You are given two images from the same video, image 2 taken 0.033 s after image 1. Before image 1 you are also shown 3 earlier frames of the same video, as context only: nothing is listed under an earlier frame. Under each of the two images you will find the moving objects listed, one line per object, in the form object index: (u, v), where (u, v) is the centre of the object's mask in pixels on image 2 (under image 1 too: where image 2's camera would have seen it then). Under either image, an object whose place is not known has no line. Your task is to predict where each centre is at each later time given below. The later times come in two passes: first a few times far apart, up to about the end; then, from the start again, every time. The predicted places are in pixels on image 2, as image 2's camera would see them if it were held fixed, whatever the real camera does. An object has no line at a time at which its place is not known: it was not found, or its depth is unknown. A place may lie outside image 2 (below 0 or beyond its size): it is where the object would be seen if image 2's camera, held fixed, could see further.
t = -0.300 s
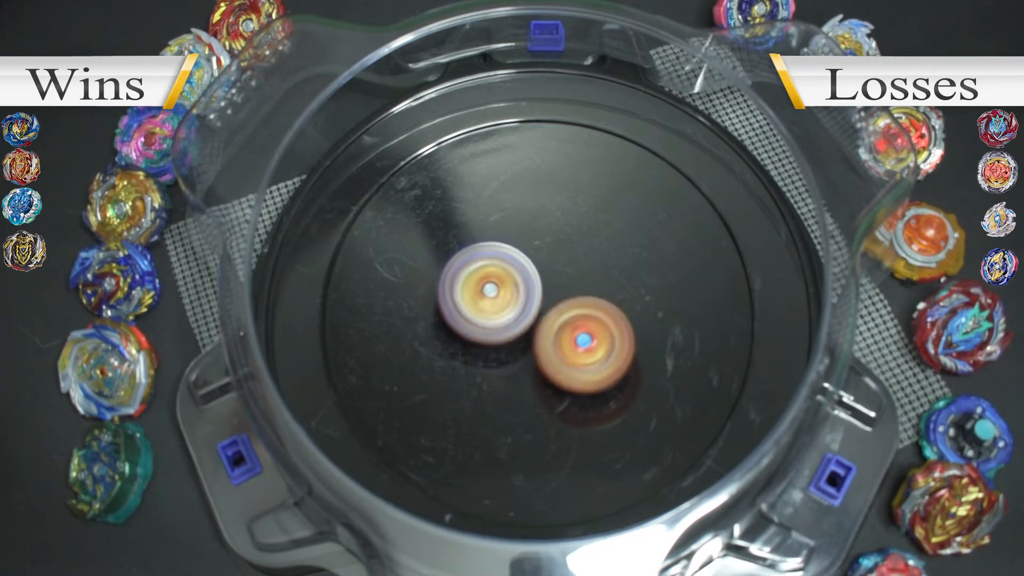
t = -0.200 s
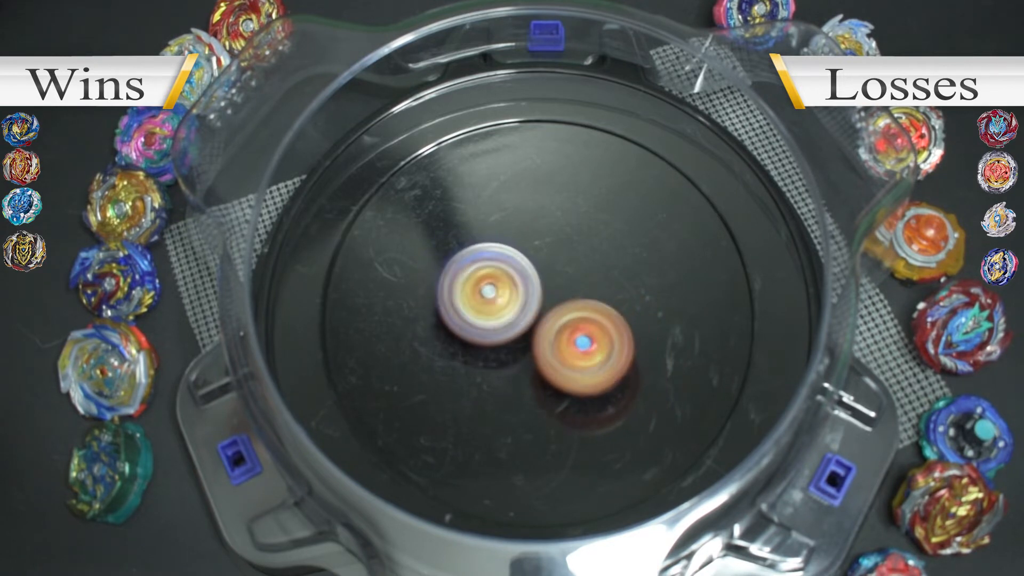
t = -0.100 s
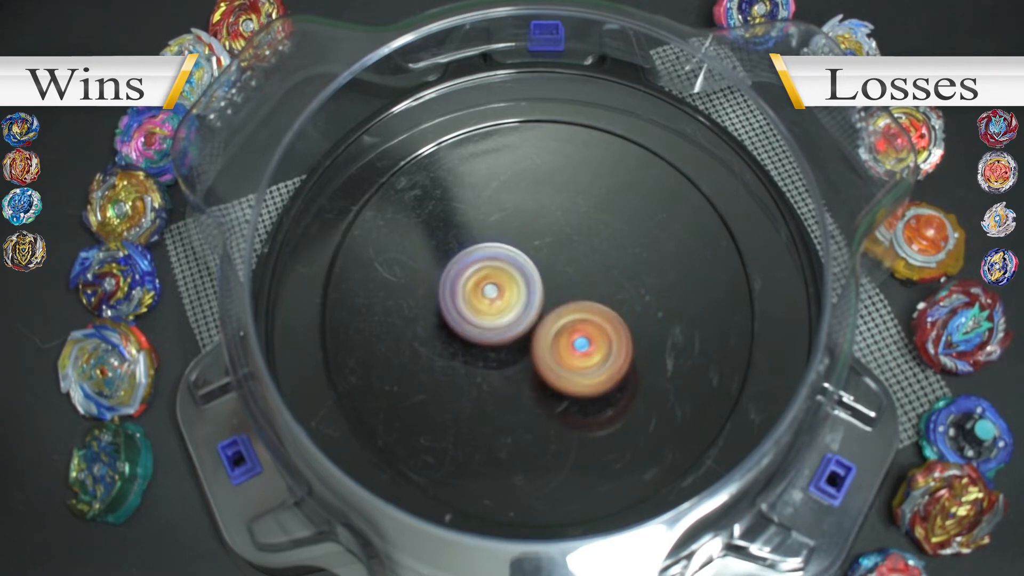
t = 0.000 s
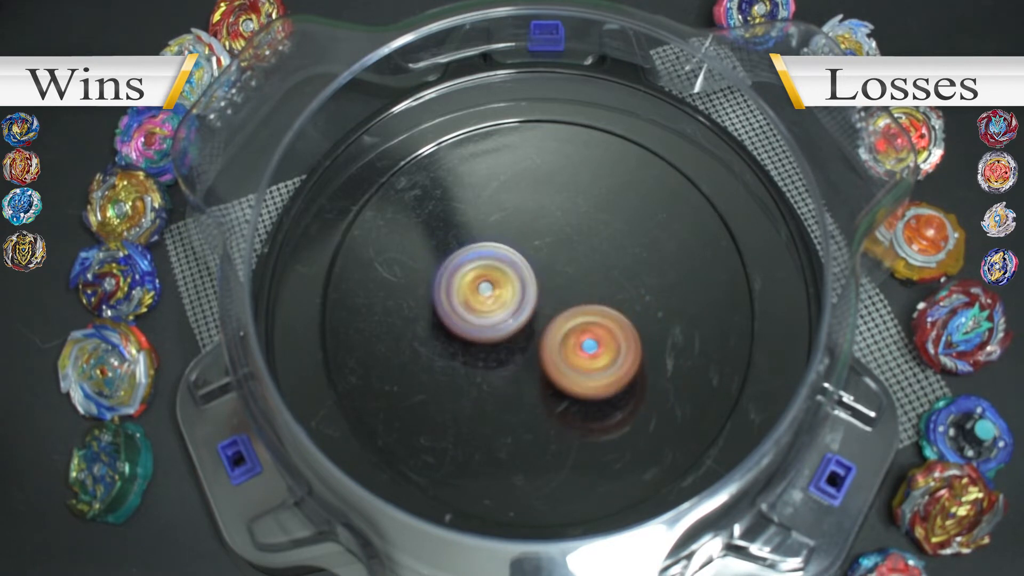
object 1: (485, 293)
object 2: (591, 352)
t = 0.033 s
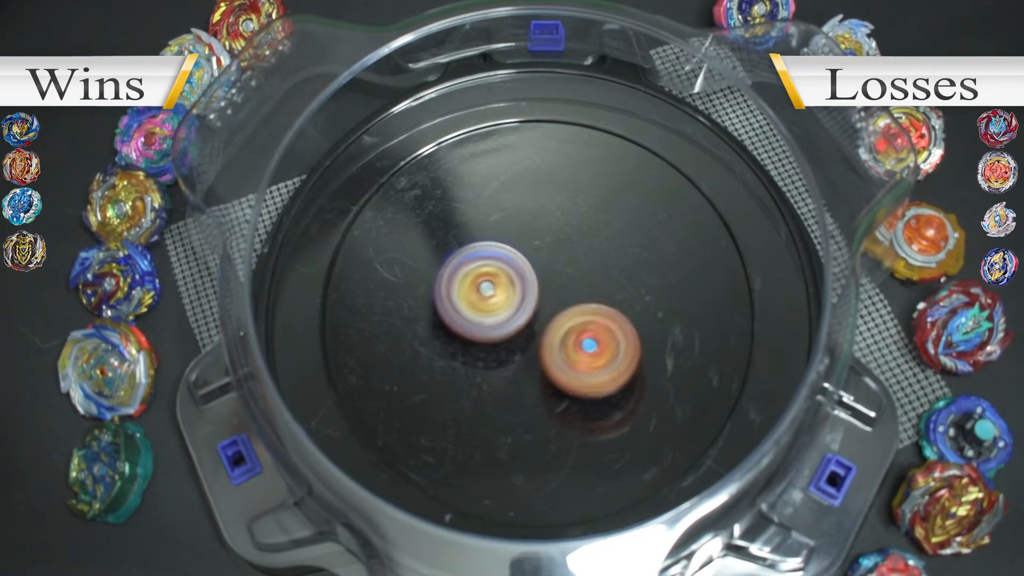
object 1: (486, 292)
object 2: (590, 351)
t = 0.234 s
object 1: (490, 297)
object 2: (585, 345)
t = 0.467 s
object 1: (487, 291)
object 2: (591, 343)
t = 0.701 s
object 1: (486, 290)
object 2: (582, 331)
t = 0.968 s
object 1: (484, 289)
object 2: (587, 330)
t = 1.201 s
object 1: (486, 295)
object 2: (585, 331)
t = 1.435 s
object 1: (477, 296)
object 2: (594, 329)
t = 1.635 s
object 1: (481, 298)
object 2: (596, 332)
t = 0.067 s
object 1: (488, 293)
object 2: (589, 350)
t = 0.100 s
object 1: (490, 294)
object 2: (587, 349)
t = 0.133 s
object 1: (492, 296)
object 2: (585, 348)
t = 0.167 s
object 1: (492, 298)
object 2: (584, 347)
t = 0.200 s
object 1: (492, 298)
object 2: (584, 347)
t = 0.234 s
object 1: (490, 297)
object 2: (585, 345)
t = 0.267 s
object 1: (491, 296)
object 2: (585, 345)
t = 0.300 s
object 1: (487, 291)
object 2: (592, 347)
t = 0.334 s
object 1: (486, 289)
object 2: (596, 347)
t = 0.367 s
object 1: (486, 289)
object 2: (597, 346)
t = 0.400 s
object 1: (486, 290)
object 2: (595, 345)
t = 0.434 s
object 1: (487, 291)
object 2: (593, 344)
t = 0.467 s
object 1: (487, 291)
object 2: (591, 343)
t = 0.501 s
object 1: (487, 293)
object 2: (588, 342)
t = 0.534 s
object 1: (487, 293)
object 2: (586, 340)
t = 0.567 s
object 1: (488, 294)
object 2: (582, 337)
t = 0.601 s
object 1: (485, 292)
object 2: (582, 334)
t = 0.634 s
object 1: (486, 292)
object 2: (581, 332)
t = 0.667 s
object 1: (486, 290)
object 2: (581, 331)
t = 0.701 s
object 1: (486, 290)
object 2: (582, 331)
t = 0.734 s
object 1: (487, 290)
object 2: (583, 332)
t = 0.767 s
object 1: (487, 290)
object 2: (584, 331)
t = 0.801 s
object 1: (485, 289)
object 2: (586, 331)
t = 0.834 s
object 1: (485, 288)
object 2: (587, 330)
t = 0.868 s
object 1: (485, 289)
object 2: (586, 330)
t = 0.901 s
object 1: (486, 290)
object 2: (584, 329)
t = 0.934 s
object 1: (486, 291)
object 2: (584, 329)
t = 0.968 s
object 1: (484, 289)
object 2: (587, 330)
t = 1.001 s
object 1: (482, 288)
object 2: (591, 330)
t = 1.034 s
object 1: (482, 288)
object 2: (591, 330)
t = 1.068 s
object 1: (483, 289)
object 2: (590, 330)
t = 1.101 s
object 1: (484, 291)
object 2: (589, 330)
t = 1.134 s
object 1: (484, 292)
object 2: (588, 330)
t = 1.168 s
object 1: (485, 293)
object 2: (587, 330)
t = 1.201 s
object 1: (486, 295)
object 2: (585, 331)
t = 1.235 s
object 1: (486, 296)
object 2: (585, 331)
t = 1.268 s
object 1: (484, 294)
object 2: (589, 331)
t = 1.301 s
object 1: (484, 295)
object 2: (589, 330)
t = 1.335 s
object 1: (485, 296)
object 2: (588, 330)
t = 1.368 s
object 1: (485, 297)
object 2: (586, 330)
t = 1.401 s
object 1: (481, 297)
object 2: (590, 330)
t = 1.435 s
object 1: (477, 296)
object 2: (594, 329)
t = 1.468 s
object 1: (477, 295)
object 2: (593, 328)
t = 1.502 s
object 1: (478, 295)
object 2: (591, 328)
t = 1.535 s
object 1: (480, 296)
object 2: (589, 329)
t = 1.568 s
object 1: (483, 297)
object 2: (588, 329)
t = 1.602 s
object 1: (485, 300)
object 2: (586, 330)
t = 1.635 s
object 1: (481, 298)
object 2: (596, 332)
